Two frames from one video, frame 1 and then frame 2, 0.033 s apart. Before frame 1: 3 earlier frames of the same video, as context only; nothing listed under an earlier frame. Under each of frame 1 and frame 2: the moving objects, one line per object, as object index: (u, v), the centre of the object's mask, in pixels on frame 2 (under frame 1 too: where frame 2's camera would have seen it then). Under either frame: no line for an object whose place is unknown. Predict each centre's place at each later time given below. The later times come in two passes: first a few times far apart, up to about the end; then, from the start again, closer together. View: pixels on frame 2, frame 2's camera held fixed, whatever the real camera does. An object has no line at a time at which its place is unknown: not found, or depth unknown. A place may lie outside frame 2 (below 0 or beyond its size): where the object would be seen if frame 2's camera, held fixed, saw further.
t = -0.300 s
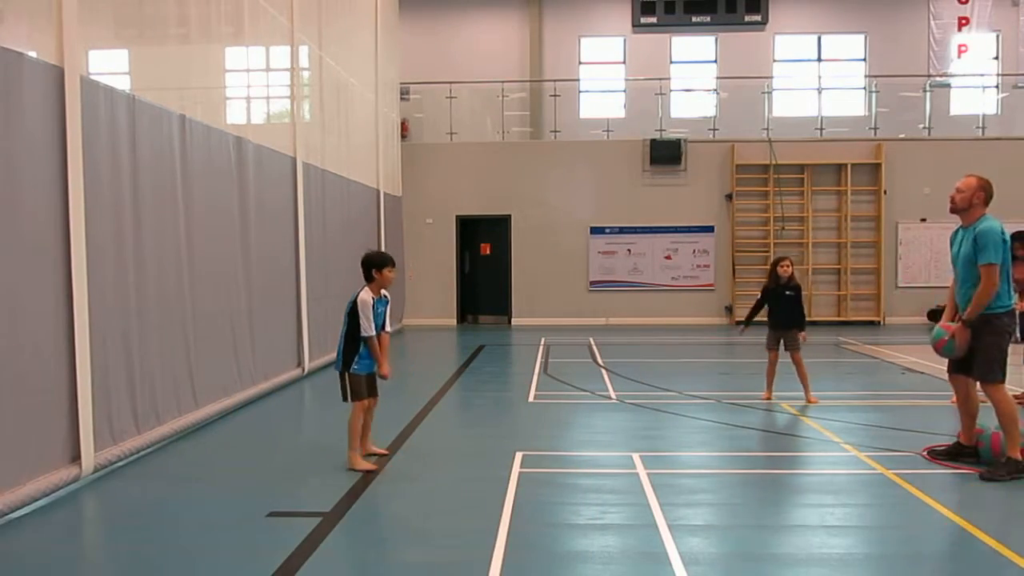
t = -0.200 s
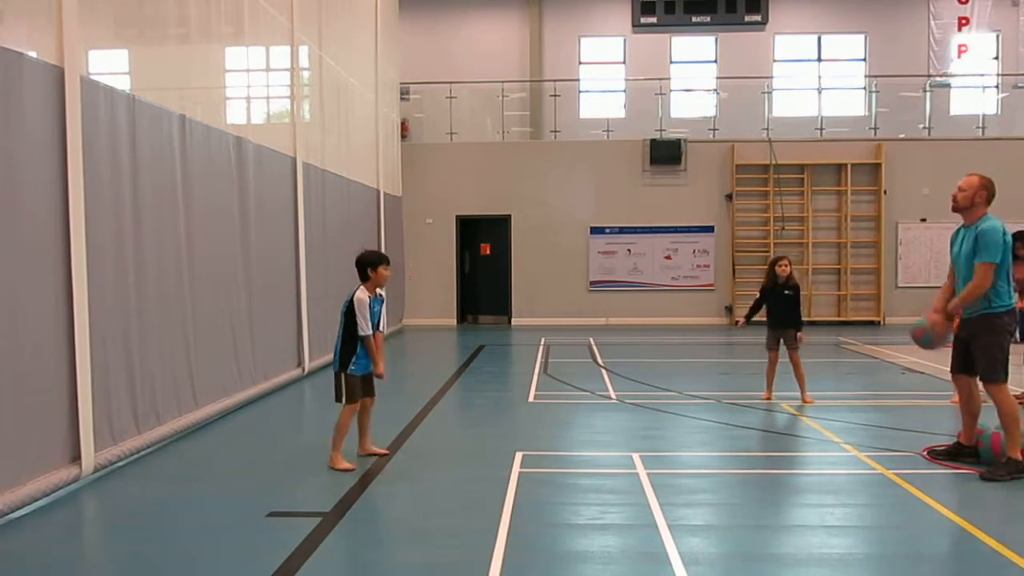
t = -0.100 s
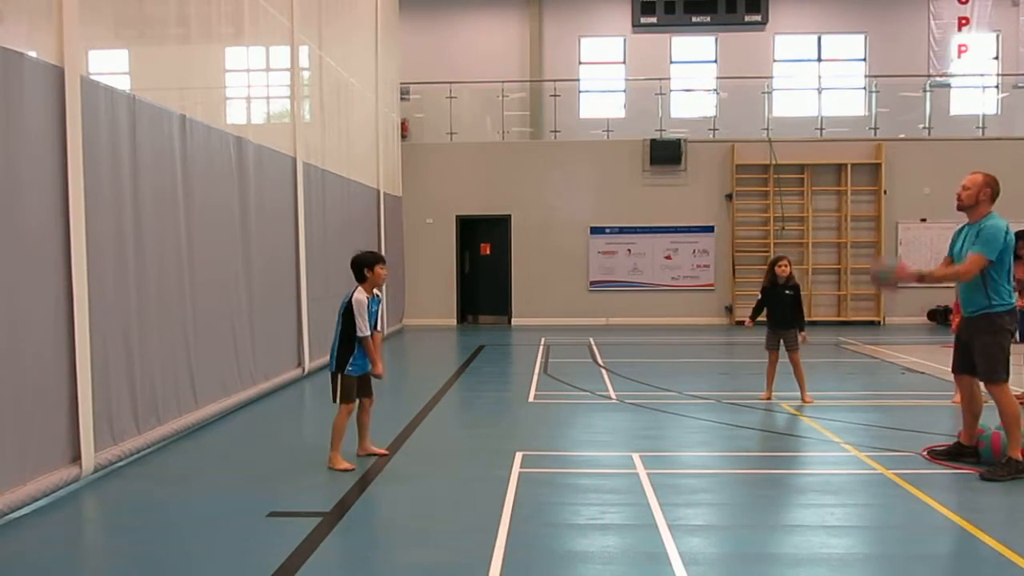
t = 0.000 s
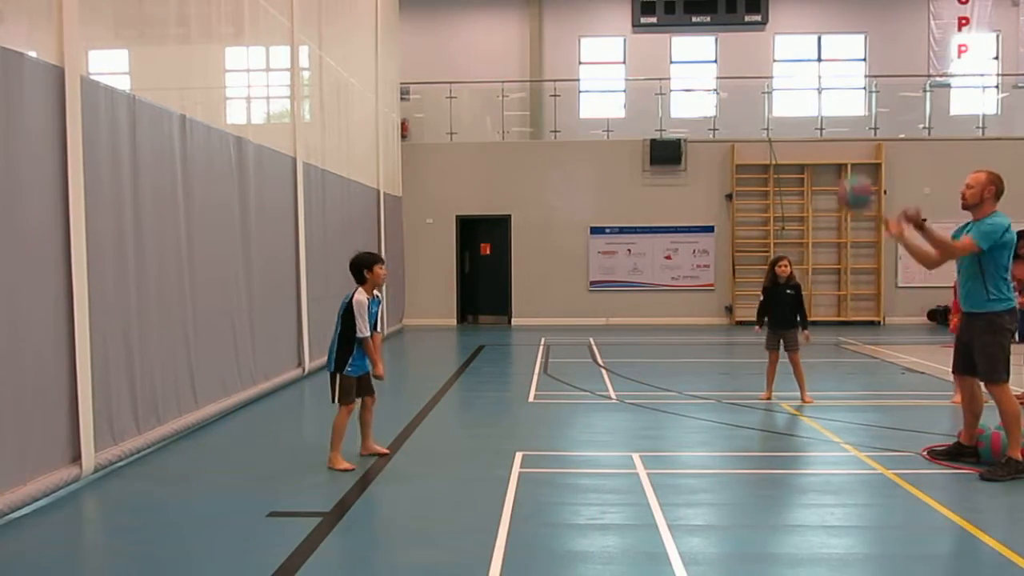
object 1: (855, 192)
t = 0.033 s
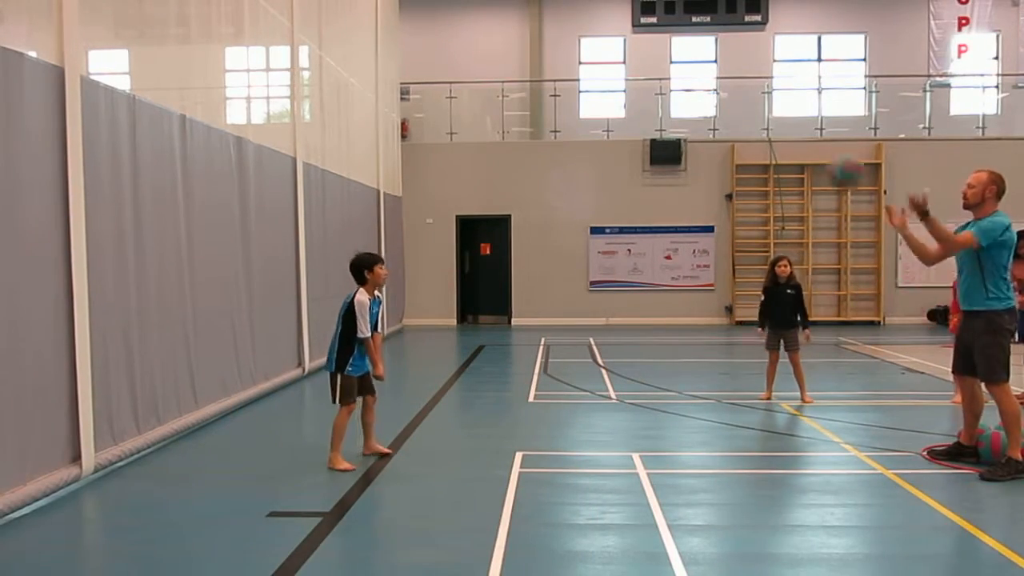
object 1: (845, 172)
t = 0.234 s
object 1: (777, 68)
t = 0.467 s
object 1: (703, 28)
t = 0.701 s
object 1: (630, 76)
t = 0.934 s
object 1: (557, 210)
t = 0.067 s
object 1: (834, 152)
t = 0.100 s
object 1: (822, 131)
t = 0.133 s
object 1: (812, 114)
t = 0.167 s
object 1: (801, 96)
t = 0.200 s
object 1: (790, 82)
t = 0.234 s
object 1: (777, 68)
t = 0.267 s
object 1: (766, 57)
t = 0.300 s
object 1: (757, 49)
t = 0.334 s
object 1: (747, 41)
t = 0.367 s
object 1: (735, 35)
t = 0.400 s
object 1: (725, 31)
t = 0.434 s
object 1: (714, 28)
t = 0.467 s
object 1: (703, 28)
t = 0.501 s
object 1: (693, 28)
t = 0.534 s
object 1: (682, 32)
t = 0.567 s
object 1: (671, 37)
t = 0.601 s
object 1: (660, 44)
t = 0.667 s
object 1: (641, 63)
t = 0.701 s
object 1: (630, 76)
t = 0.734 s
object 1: (619, 91)
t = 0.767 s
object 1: (608, 107)
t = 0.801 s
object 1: (597, 125)
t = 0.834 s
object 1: (586, 144)
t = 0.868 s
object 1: (576, 165)
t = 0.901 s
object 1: (566, 187)
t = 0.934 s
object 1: (557, 210)
